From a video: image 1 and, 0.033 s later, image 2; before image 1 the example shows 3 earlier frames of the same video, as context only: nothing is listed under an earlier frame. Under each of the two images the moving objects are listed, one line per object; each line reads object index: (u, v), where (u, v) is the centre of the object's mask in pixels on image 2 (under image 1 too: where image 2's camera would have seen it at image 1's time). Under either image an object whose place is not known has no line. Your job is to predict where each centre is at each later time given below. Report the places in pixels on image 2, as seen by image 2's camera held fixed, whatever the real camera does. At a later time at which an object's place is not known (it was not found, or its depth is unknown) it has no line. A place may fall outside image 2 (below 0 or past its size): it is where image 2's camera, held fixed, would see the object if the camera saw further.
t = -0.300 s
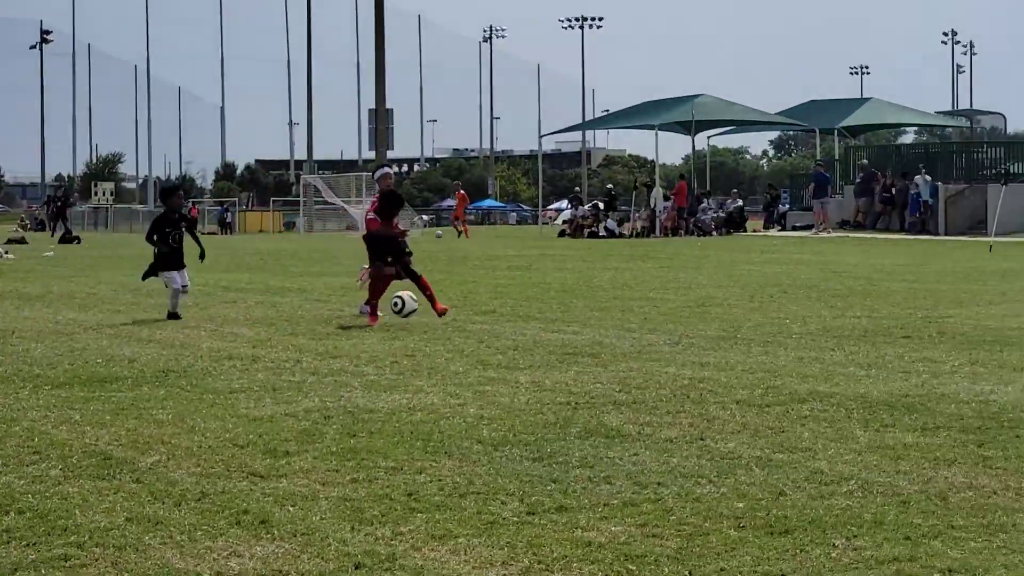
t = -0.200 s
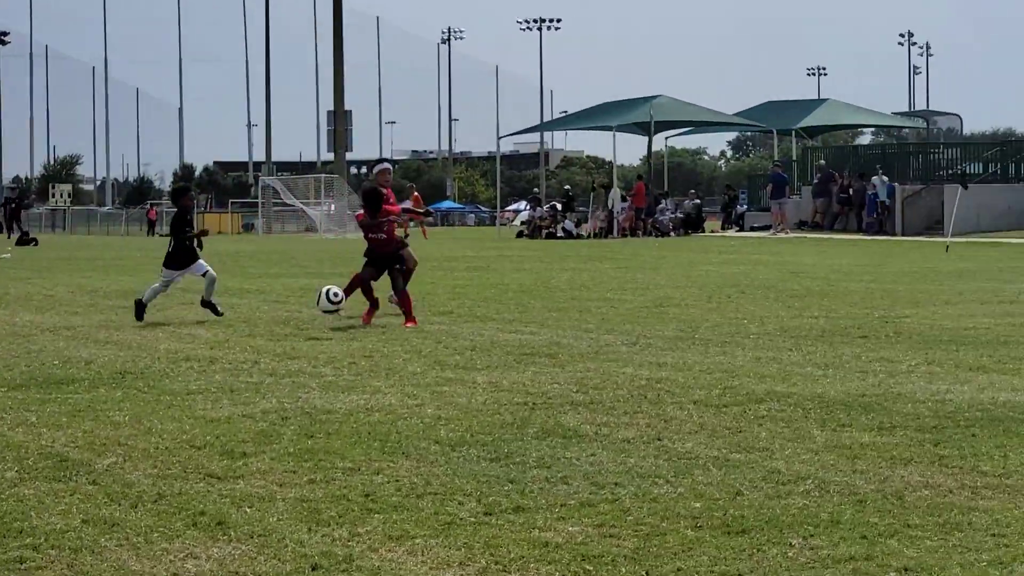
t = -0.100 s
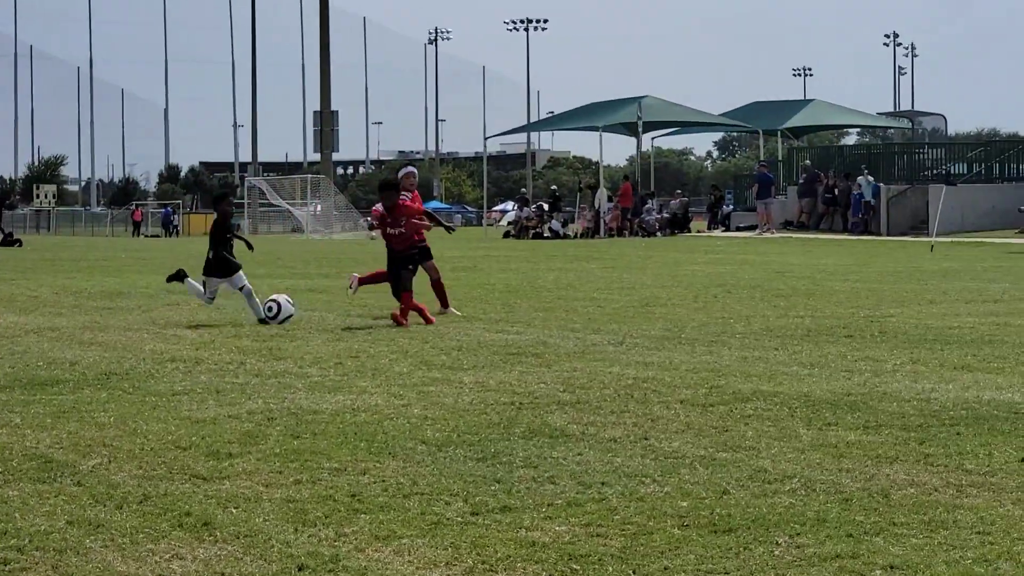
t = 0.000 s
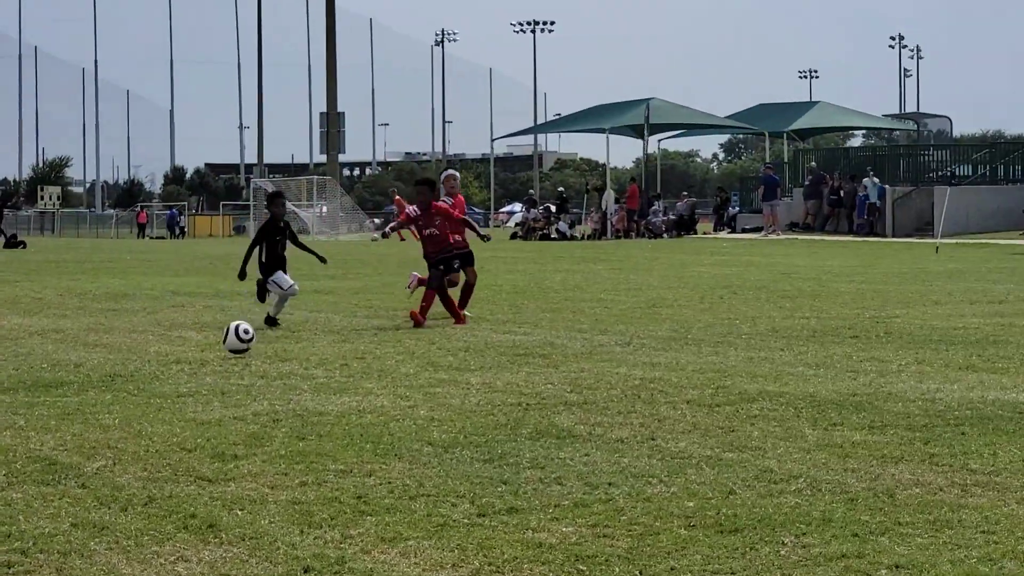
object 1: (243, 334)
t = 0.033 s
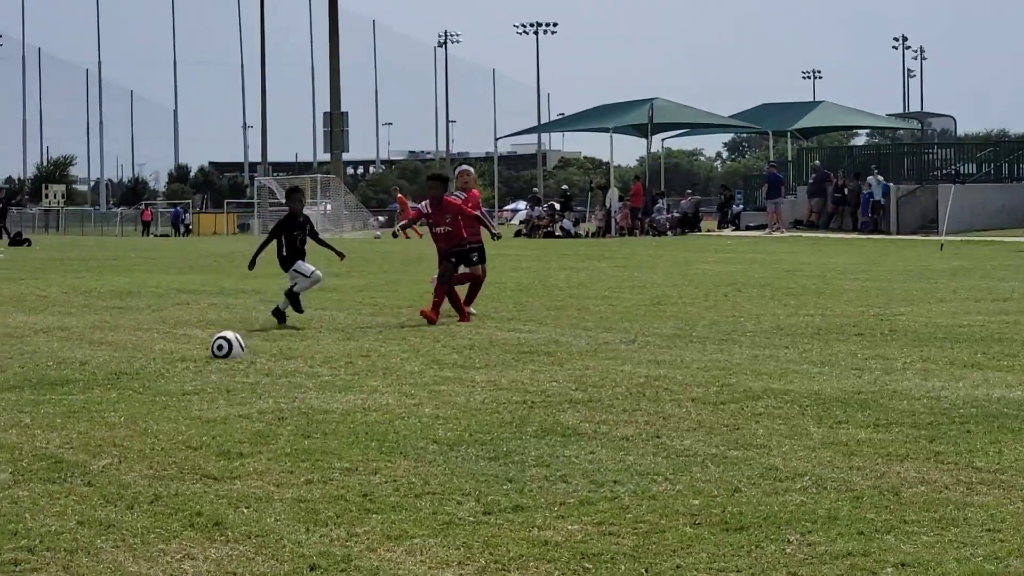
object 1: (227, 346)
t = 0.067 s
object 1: (216, 343)
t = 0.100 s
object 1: (205, 338)
